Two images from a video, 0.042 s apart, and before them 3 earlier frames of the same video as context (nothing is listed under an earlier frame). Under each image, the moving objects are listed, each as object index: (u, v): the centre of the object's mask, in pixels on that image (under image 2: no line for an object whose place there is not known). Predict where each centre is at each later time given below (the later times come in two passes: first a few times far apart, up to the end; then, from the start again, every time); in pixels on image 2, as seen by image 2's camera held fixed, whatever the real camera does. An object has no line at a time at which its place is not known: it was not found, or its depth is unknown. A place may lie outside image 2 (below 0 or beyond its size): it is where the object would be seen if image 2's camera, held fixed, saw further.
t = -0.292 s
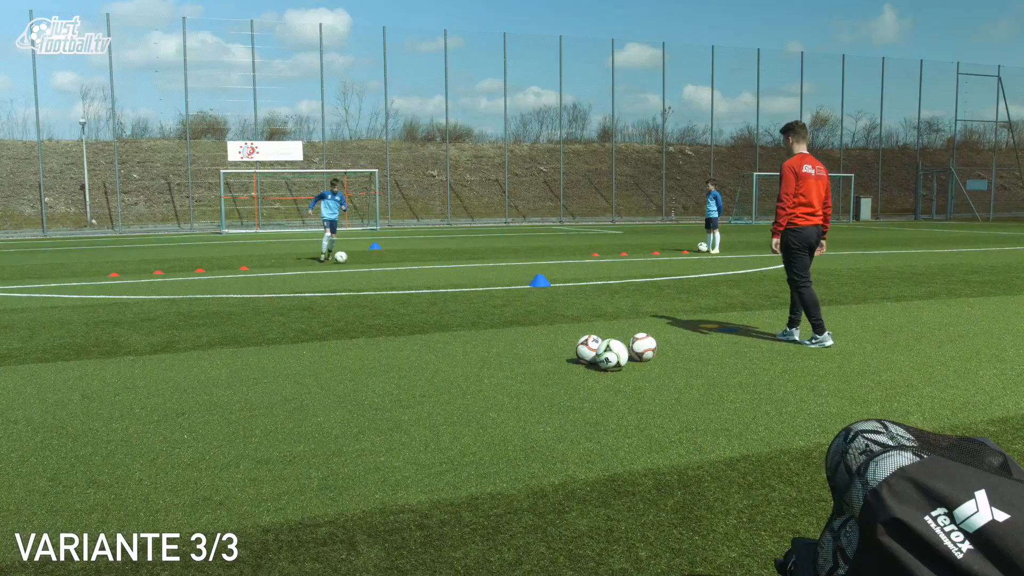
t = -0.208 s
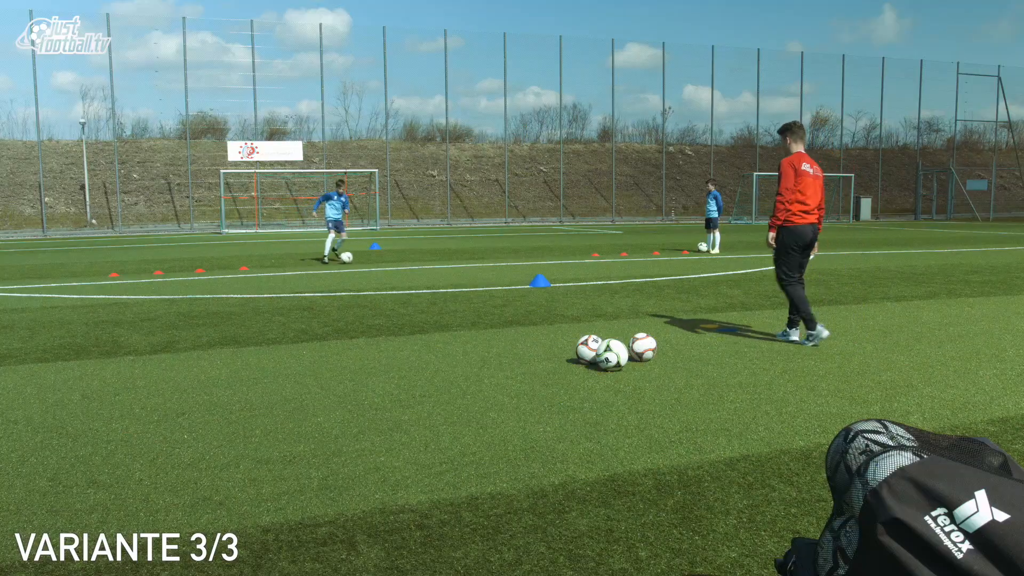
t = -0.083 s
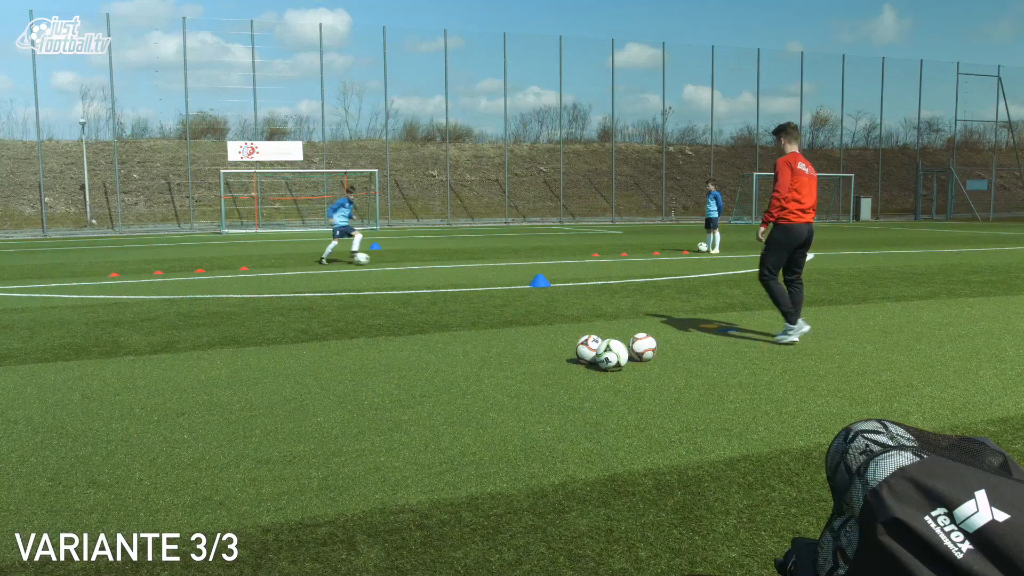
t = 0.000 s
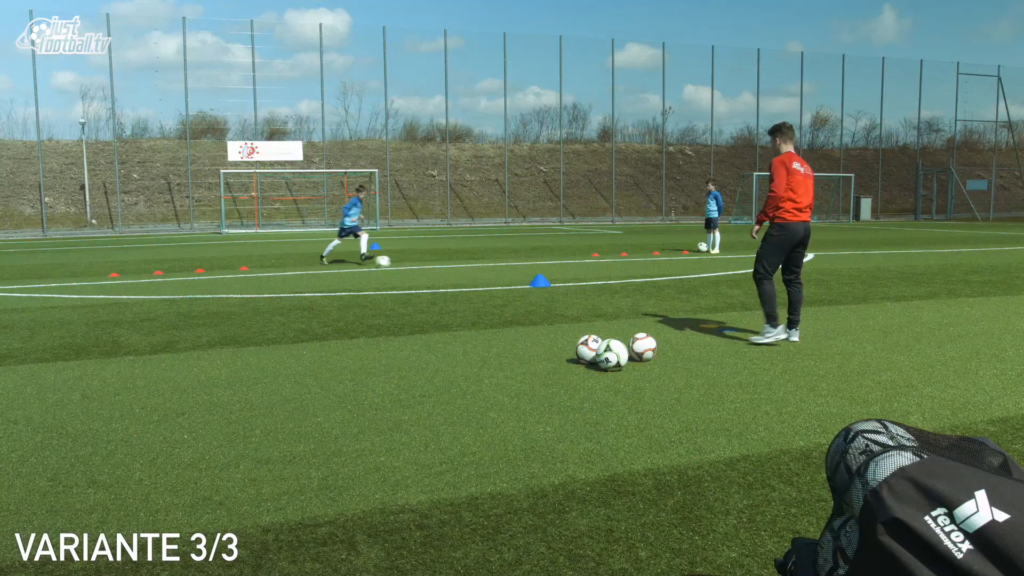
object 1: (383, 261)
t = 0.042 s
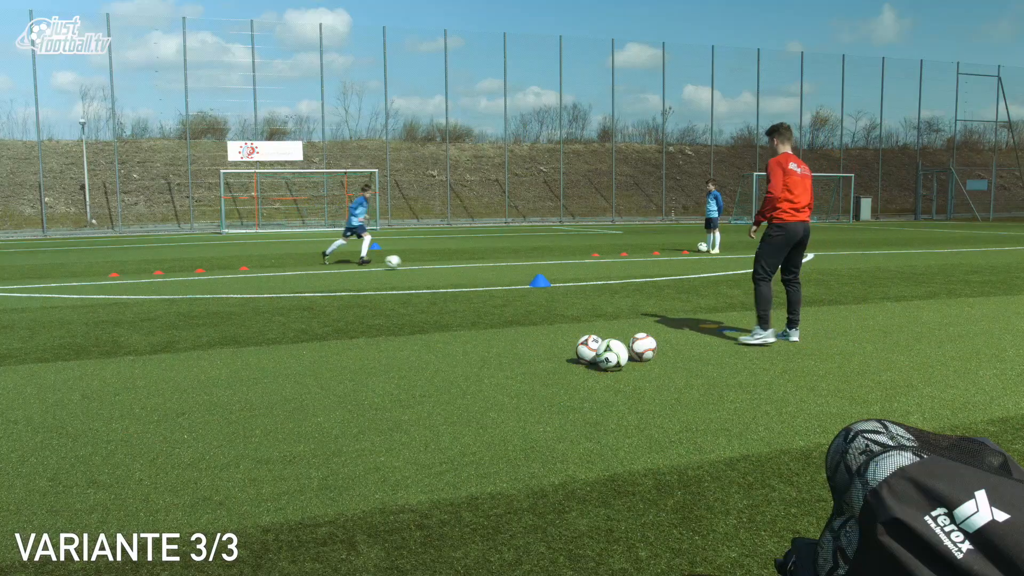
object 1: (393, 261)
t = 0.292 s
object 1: (458, 269)
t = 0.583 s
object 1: (533, 281)
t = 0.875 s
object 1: (608, 292)
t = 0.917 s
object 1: (621, 295)
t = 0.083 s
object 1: (403, 262)
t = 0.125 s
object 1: (414, 263)
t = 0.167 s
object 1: (426, 266)
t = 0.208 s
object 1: (437, 268)
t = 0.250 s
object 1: (447, 268)
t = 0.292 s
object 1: (458, 269)
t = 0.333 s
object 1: (469, 271)
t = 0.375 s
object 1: (481, 274)
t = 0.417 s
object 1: (491, 274)
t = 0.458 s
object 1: (501, 274)
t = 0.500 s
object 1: (512, 275)
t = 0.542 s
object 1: (522, 279)
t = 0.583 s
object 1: (533, 281)
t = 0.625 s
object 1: (544, 280)
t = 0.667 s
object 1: (554, 281)
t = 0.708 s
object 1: (564, 284)
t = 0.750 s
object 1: (575, 288)
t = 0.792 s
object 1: (586, 289)
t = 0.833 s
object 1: (597, 289)
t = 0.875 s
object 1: (608, 292)
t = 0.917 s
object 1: (621, 295)
